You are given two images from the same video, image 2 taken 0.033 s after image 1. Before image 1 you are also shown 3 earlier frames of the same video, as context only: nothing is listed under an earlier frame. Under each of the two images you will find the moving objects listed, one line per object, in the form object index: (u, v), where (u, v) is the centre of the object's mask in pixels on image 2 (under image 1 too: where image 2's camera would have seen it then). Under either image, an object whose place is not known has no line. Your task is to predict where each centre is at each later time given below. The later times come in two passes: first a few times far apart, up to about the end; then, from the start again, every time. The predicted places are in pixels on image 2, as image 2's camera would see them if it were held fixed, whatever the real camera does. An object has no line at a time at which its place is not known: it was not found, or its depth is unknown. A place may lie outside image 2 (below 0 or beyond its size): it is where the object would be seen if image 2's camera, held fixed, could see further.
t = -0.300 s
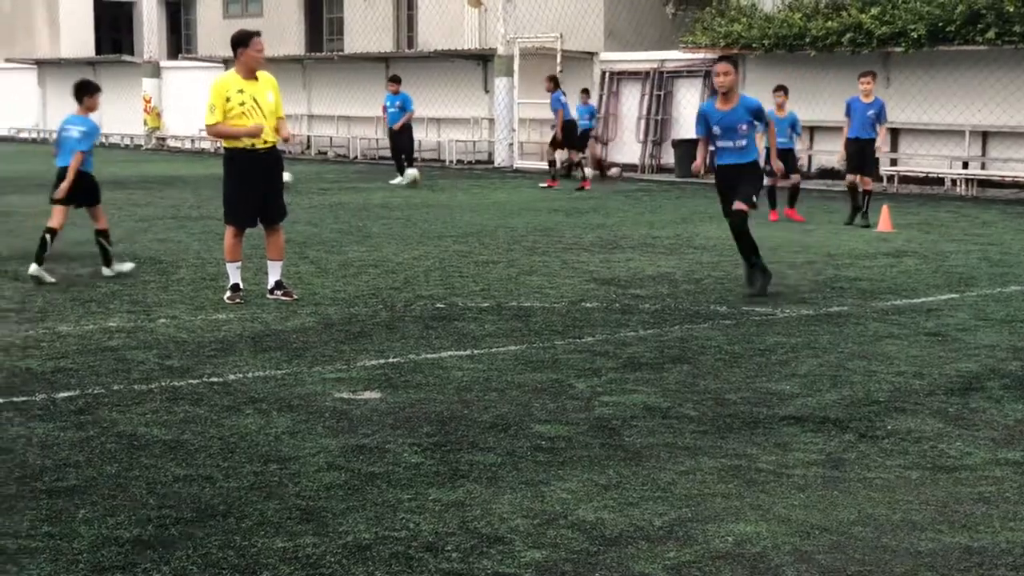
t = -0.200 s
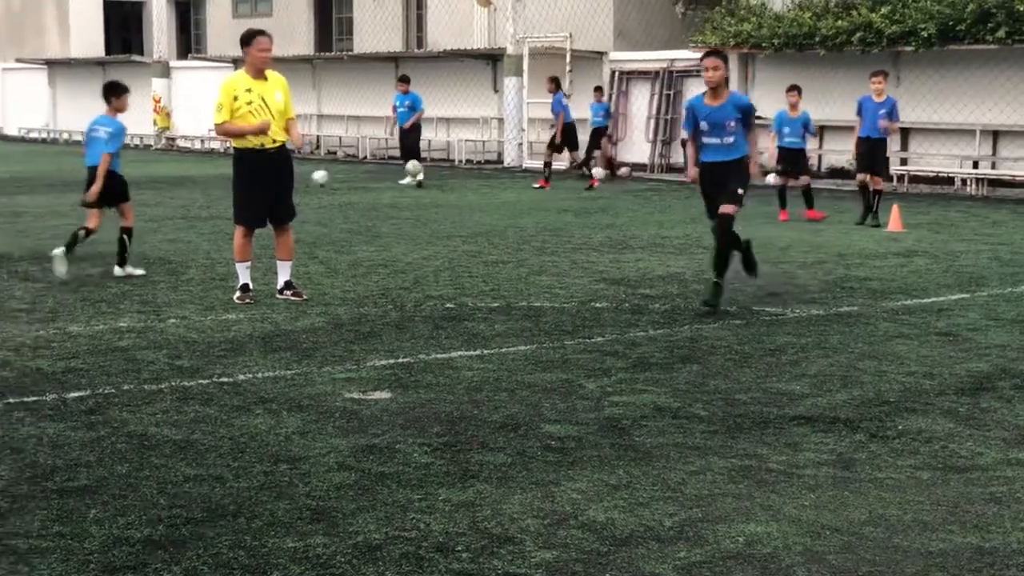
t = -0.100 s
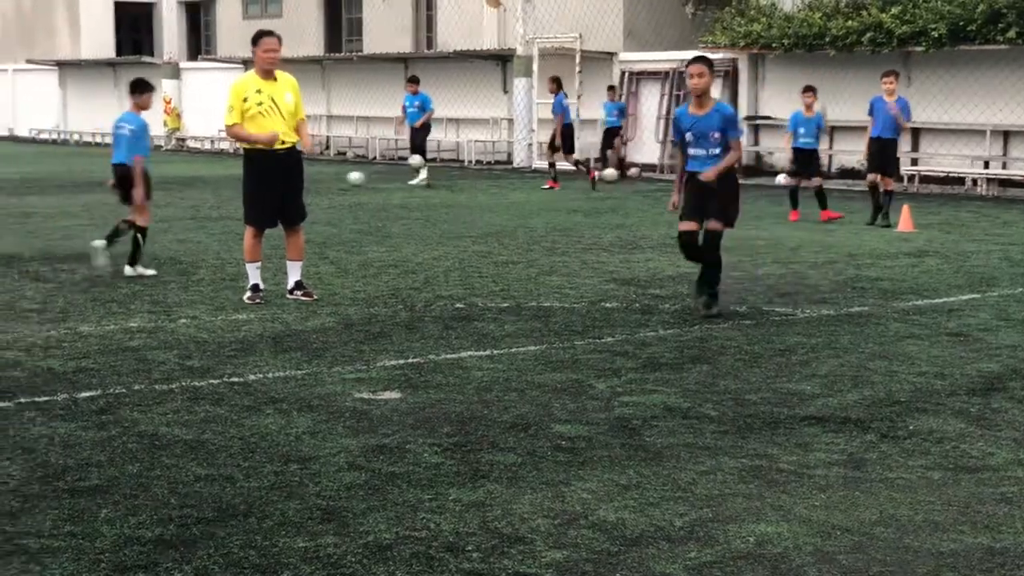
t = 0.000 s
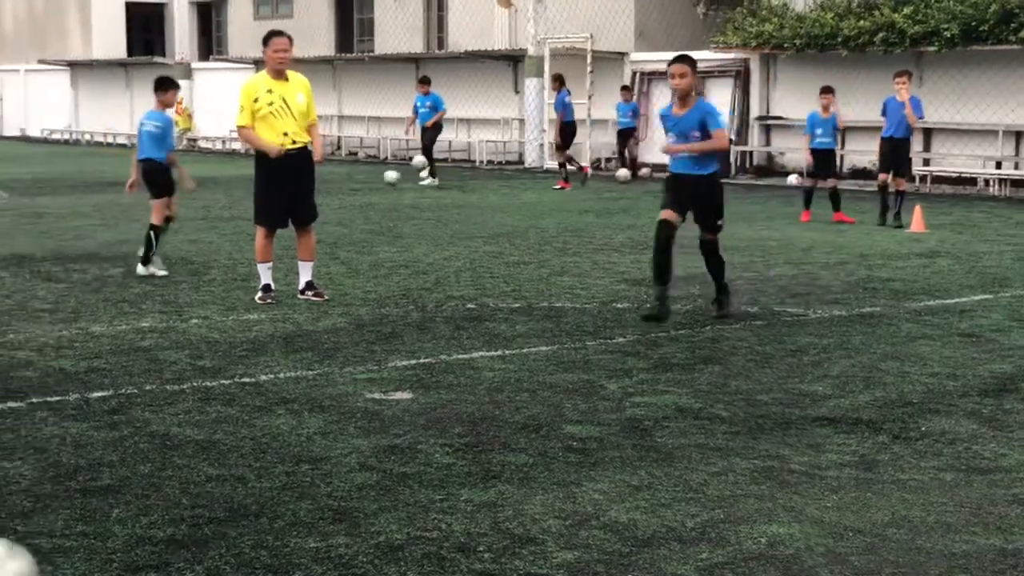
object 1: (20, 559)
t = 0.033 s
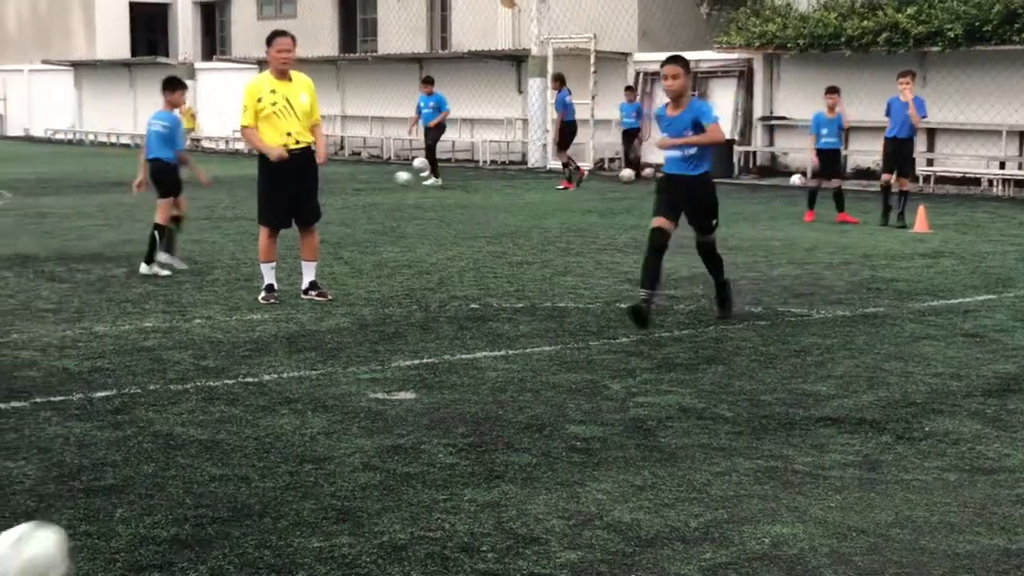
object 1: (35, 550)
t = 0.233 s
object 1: (194, 481)
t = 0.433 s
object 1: (311, 423)
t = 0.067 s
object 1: (59, 544)
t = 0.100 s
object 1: (90, 529)
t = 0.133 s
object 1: (119, 515)
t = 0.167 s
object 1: (146, 505)
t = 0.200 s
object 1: (172, 491)
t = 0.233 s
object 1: (194, 481)
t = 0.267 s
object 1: (216, 472)
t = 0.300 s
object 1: (235, 455)
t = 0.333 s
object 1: (256, 445)
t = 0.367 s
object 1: (275, 438)
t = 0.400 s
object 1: (293, 435)
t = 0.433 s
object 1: (311, 423)
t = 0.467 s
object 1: (326, 412)
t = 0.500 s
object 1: (342, 402)
